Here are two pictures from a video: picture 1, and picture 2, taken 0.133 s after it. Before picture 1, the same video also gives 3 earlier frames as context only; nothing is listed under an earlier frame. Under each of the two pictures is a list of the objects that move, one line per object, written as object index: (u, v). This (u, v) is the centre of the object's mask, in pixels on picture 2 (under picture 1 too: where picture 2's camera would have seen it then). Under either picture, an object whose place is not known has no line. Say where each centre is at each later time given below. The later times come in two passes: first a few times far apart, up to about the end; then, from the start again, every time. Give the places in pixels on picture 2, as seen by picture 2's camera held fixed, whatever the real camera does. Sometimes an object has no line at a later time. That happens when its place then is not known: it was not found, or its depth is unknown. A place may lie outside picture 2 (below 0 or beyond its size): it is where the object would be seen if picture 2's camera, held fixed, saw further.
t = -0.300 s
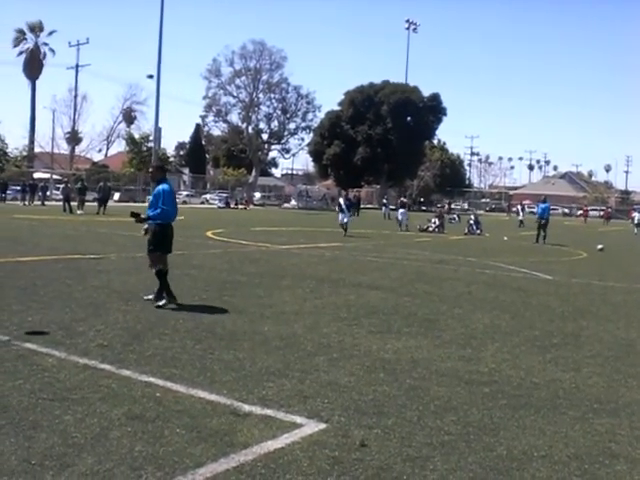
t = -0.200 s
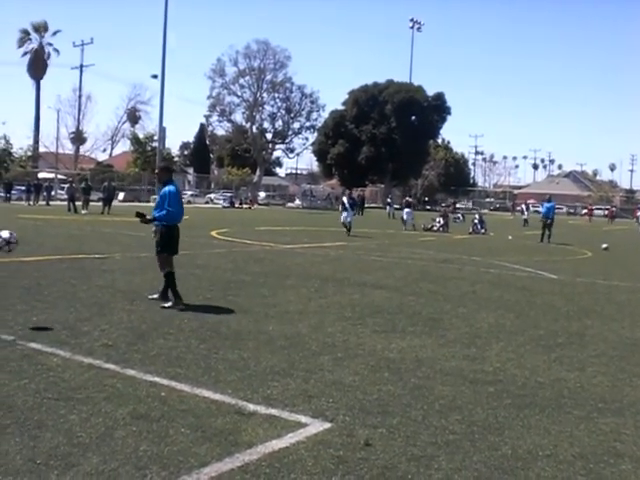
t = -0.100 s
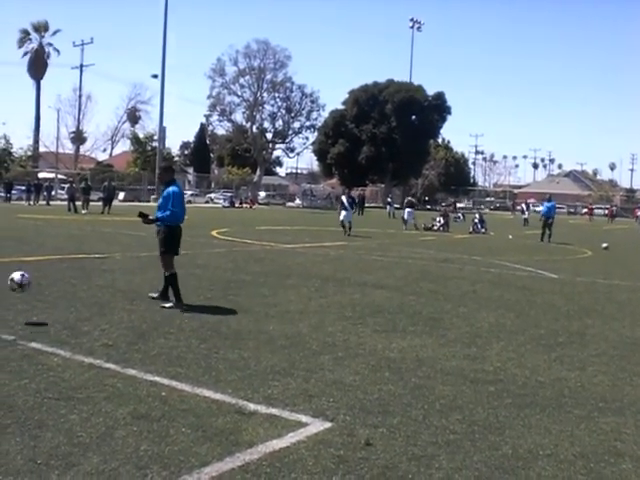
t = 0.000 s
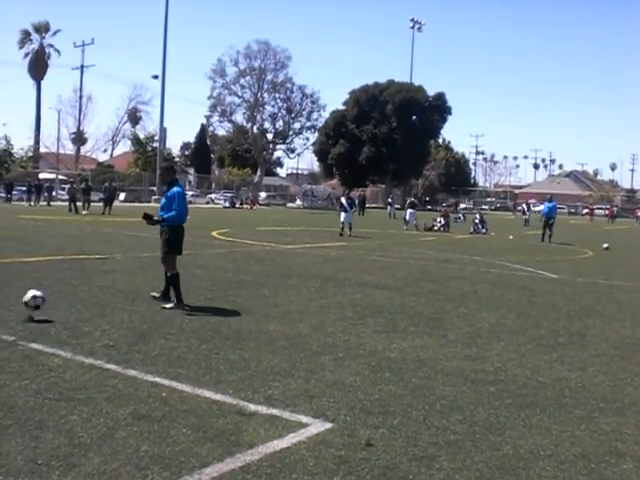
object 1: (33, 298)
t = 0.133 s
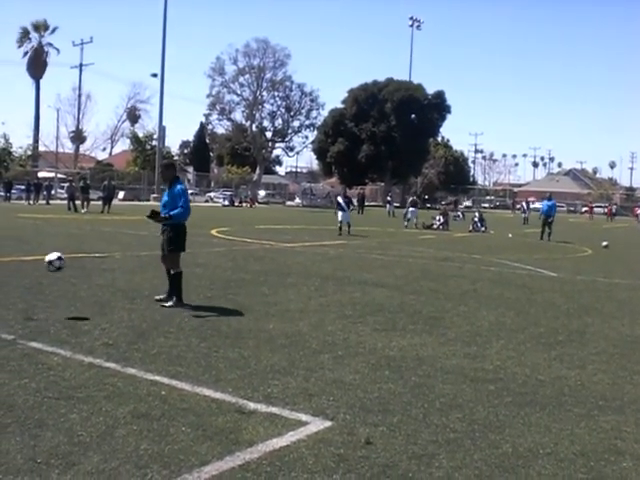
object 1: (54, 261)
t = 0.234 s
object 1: (69, 246)
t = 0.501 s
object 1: (106, 247)
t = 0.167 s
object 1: (59, 255)
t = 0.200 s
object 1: (65, 250)
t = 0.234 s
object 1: (69, 246)
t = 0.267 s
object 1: (74, 242)
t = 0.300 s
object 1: (79, 240)
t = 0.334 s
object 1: (84, 239)
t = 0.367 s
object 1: (89, 239)
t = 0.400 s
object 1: (94, 240)
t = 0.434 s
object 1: (98, 241)
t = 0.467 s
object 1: (102, 244)
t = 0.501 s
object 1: (106, 247)
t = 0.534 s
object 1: (110, 252)
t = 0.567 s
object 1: (114, 257)
